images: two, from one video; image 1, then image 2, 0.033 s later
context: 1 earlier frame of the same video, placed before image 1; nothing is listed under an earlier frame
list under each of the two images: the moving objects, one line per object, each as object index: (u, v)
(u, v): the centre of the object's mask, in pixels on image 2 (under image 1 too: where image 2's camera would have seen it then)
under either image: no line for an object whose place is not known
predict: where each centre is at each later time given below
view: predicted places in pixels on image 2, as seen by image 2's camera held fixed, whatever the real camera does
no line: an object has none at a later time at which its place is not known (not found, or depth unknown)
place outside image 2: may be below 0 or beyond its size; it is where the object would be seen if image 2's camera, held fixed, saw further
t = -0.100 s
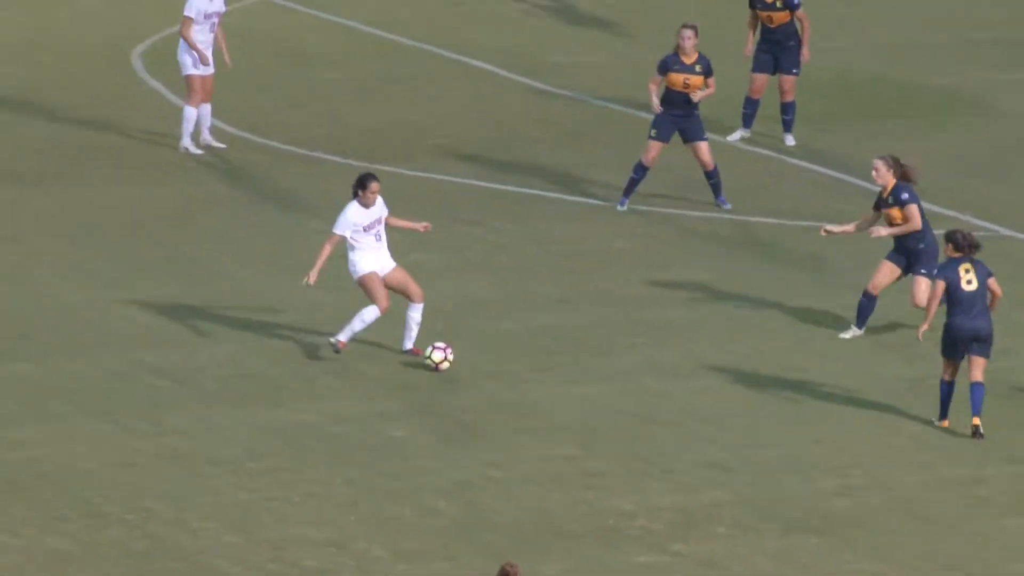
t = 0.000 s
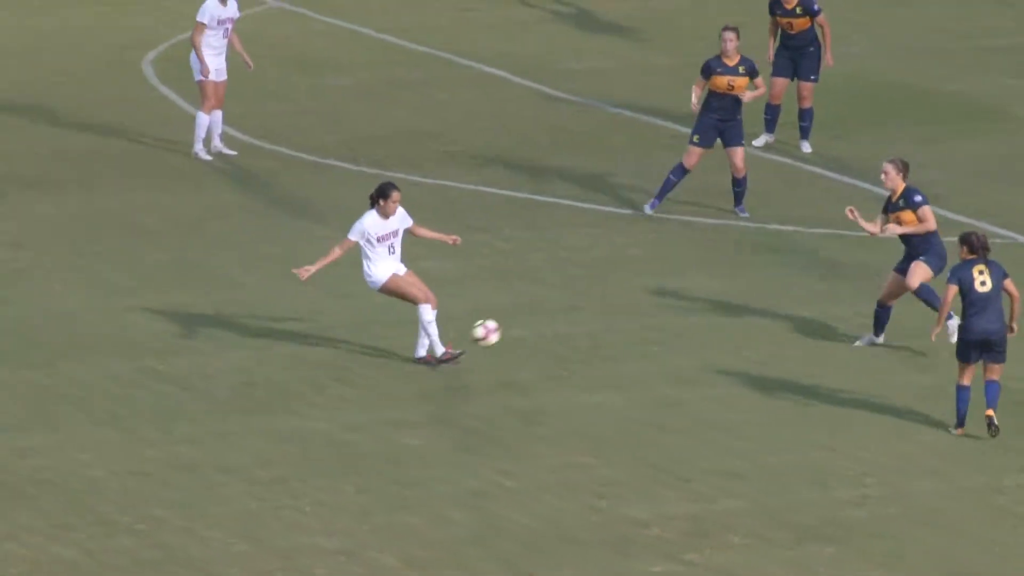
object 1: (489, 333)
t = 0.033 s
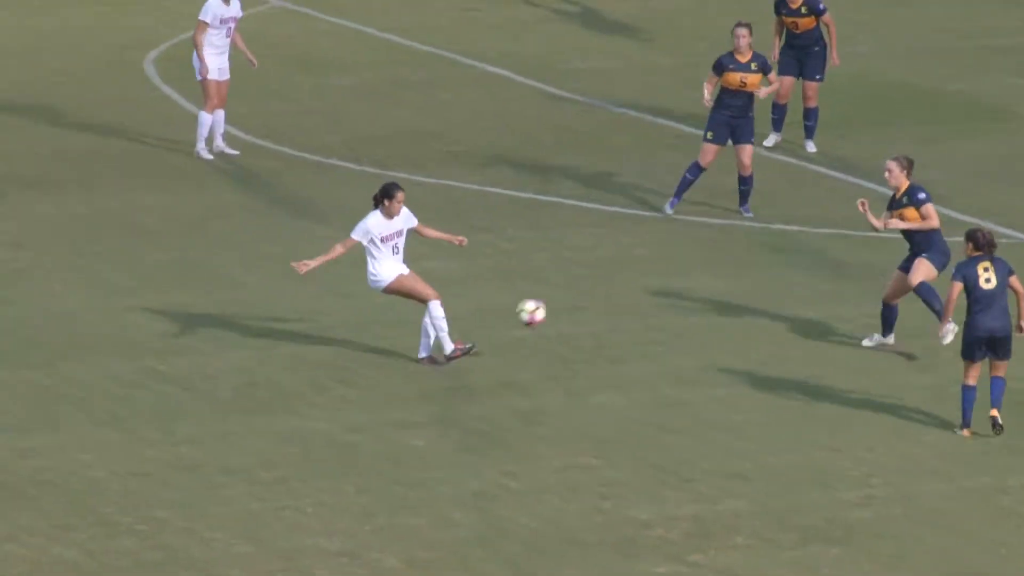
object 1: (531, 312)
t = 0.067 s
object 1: (573, 293)
